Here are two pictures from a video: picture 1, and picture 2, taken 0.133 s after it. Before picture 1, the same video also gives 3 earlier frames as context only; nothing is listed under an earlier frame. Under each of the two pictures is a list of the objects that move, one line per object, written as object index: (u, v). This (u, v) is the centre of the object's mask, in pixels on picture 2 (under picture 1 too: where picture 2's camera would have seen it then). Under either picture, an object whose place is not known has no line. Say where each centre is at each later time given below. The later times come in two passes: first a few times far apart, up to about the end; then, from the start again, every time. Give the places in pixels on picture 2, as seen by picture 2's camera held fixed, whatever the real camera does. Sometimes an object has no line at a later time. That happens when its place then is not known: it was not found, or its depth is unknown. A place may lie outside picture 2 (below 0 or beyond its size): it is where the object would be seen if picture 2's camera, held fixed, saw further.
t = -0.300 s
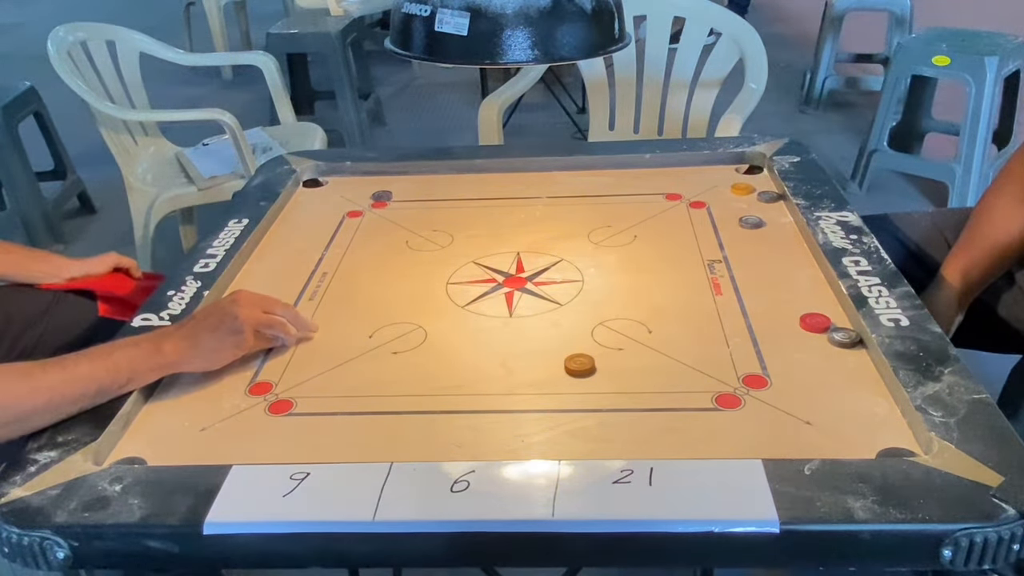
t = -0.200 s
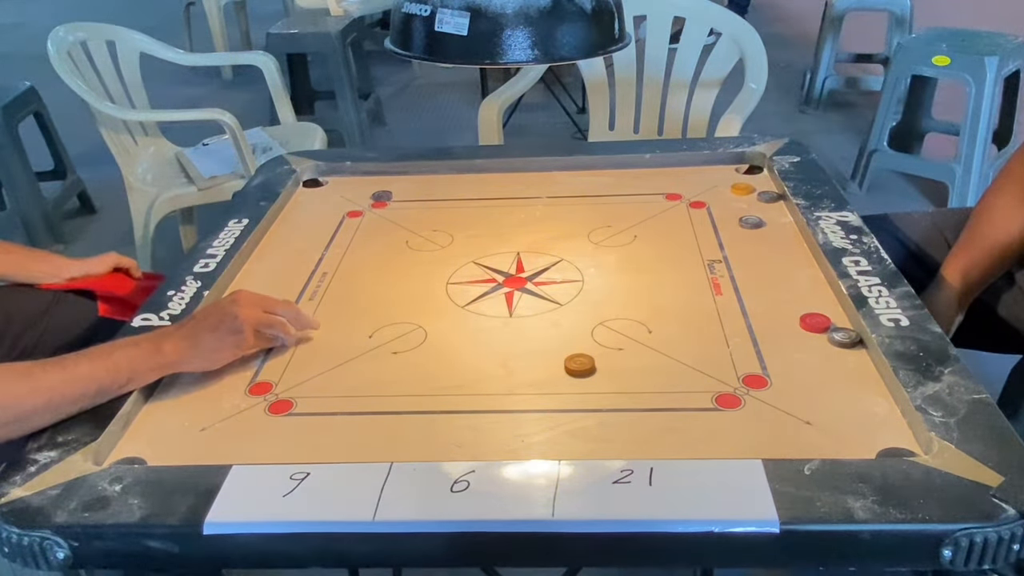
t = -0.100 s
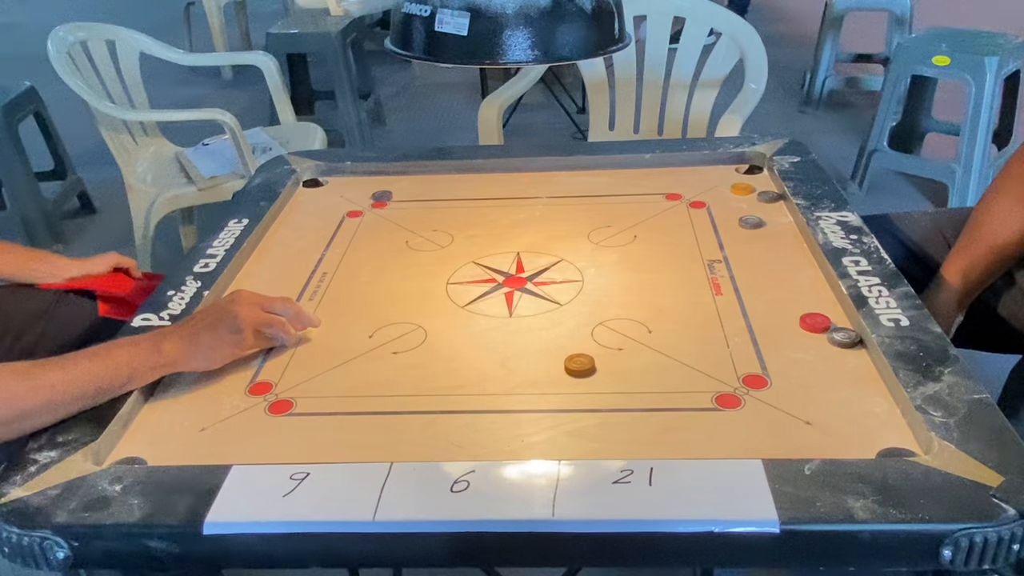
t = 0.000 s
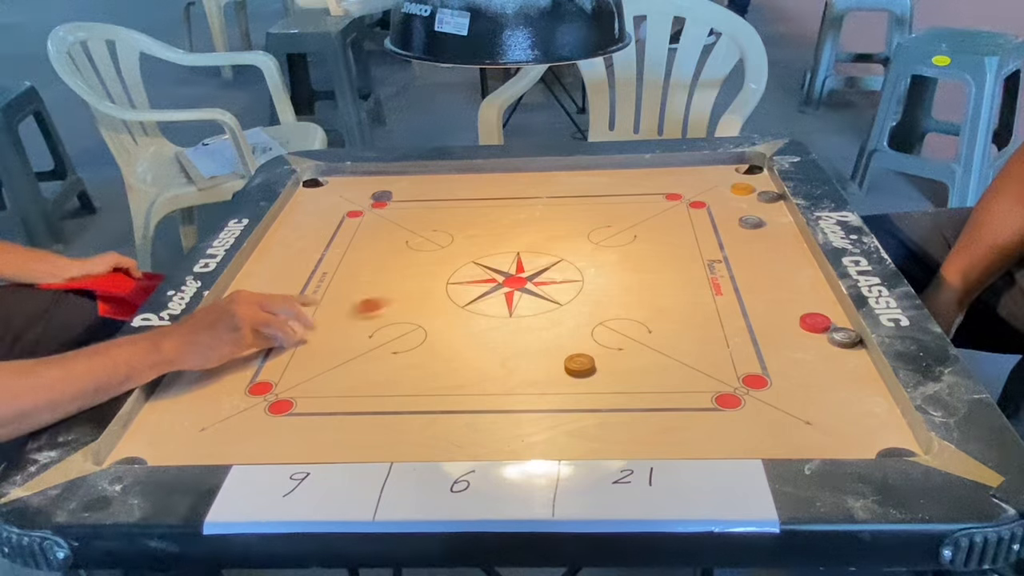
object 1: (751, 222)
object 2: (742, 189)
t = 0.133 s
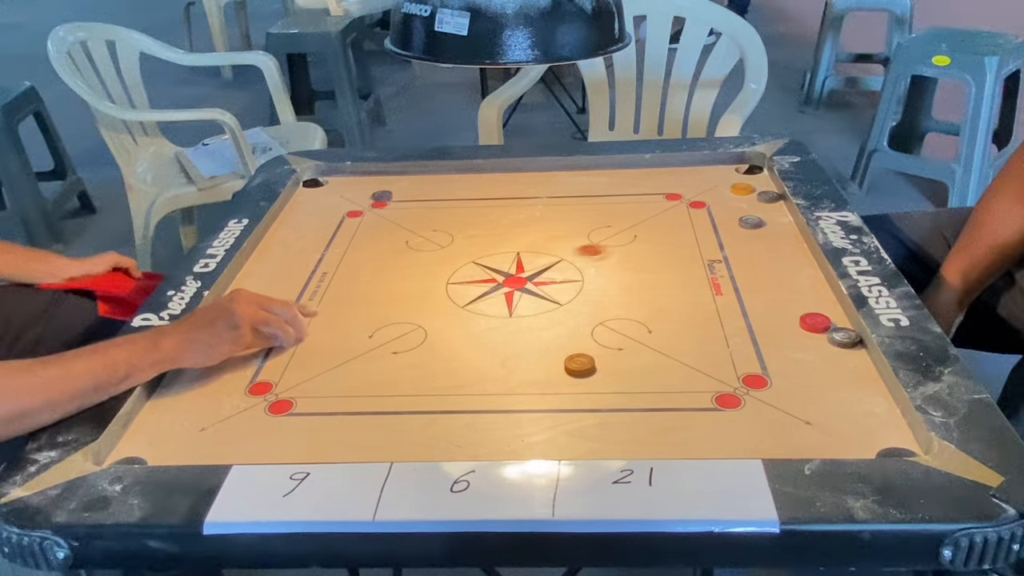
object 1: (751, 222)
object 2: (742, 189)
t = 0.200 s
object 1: (751, 222)
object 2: (742, 189)
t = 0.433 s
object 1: (649, 231)
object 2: (659, 178)
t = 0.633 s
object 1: (528, 236)
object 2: (602, 210)
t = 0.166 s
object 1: (751, 222)
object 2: (742, 189)
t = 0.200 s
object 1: (751, 222)
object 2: (742, 189)
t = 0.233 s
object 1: (752, 222)
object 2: (742, 189)
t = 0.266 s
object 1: (781, 225)
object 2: (742, 189)
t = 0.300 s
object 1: (753, 226)
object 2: (730, 186)
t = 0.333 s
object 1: (727, 228)
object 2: (707, 178)
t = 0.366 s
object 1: (698, 229)
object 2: (685, 172)
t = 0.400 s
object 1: (673, 230)
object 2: (670, 172)
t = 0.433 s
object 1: (649, 231)
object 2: (659, 178)
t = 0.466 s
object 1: (625, 232)
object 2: (648, 184)
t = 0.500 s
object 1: (604, 233)
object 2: (638, 189)
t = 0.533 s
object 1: (584, 234)
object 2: (629, 196)
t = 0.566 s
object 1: (564, 235)
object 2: (620, 200)
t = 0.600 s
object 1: (546, 235)
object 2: (611, 205)
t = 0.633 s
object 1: (528, 236)
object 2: (602, 210)
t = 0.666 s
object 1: (511, 236)
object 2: (593, 215)
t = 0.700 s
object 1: (496, 237)
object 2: (586, 219)
